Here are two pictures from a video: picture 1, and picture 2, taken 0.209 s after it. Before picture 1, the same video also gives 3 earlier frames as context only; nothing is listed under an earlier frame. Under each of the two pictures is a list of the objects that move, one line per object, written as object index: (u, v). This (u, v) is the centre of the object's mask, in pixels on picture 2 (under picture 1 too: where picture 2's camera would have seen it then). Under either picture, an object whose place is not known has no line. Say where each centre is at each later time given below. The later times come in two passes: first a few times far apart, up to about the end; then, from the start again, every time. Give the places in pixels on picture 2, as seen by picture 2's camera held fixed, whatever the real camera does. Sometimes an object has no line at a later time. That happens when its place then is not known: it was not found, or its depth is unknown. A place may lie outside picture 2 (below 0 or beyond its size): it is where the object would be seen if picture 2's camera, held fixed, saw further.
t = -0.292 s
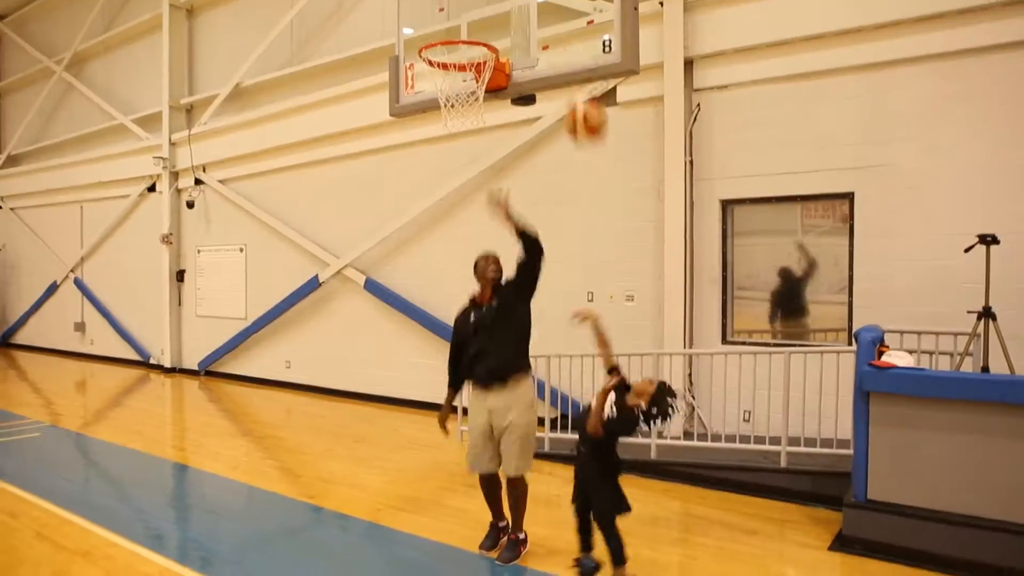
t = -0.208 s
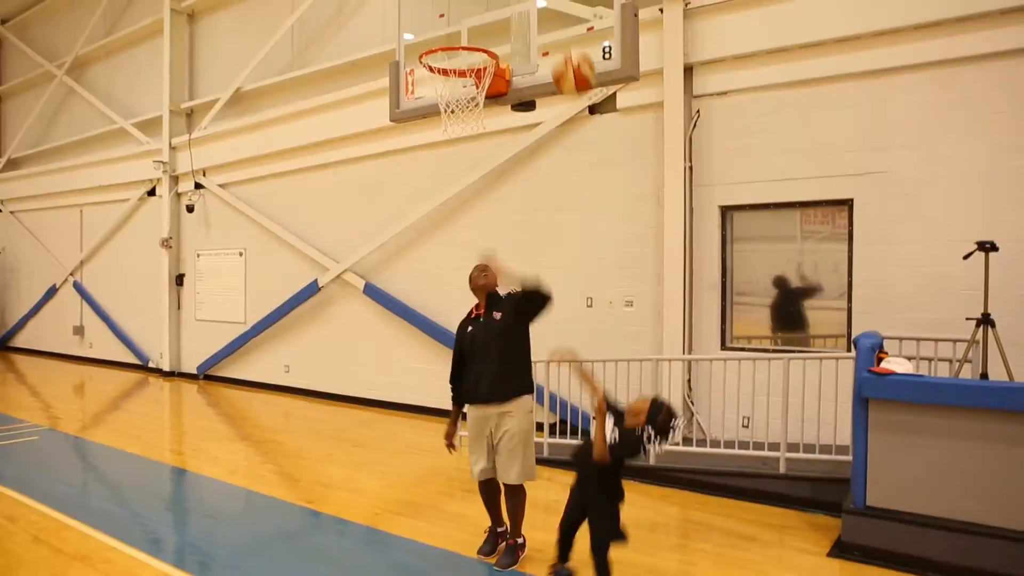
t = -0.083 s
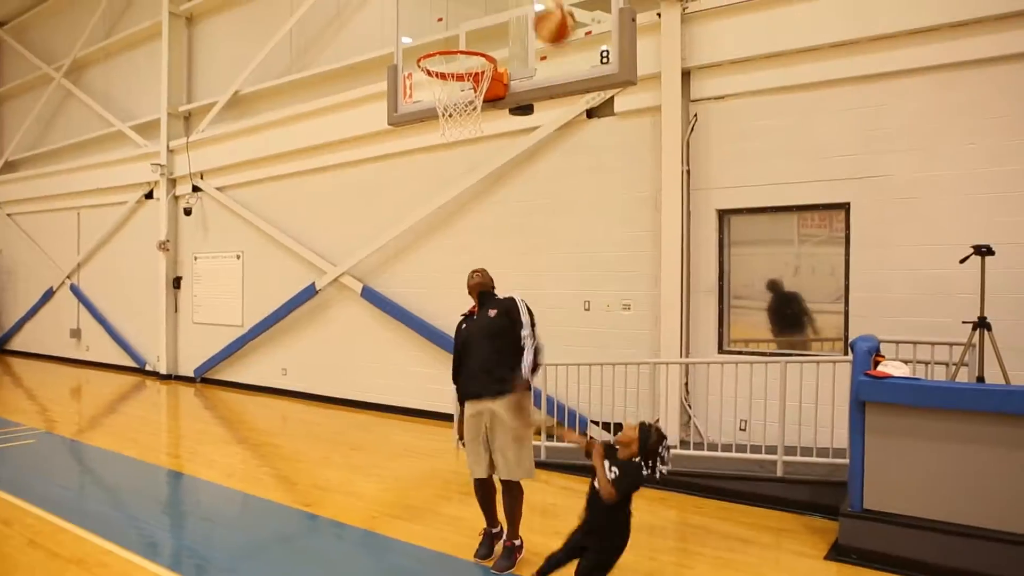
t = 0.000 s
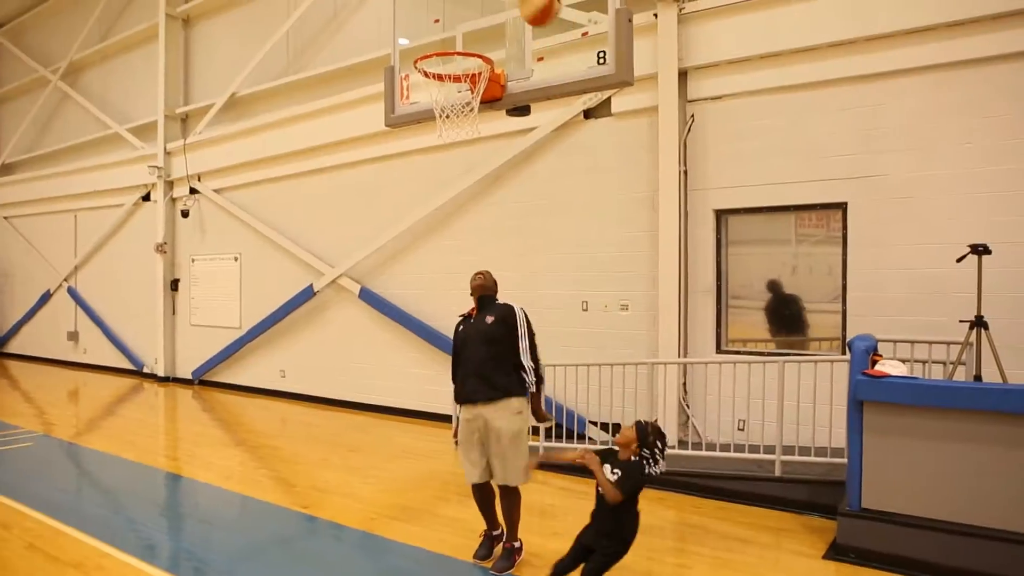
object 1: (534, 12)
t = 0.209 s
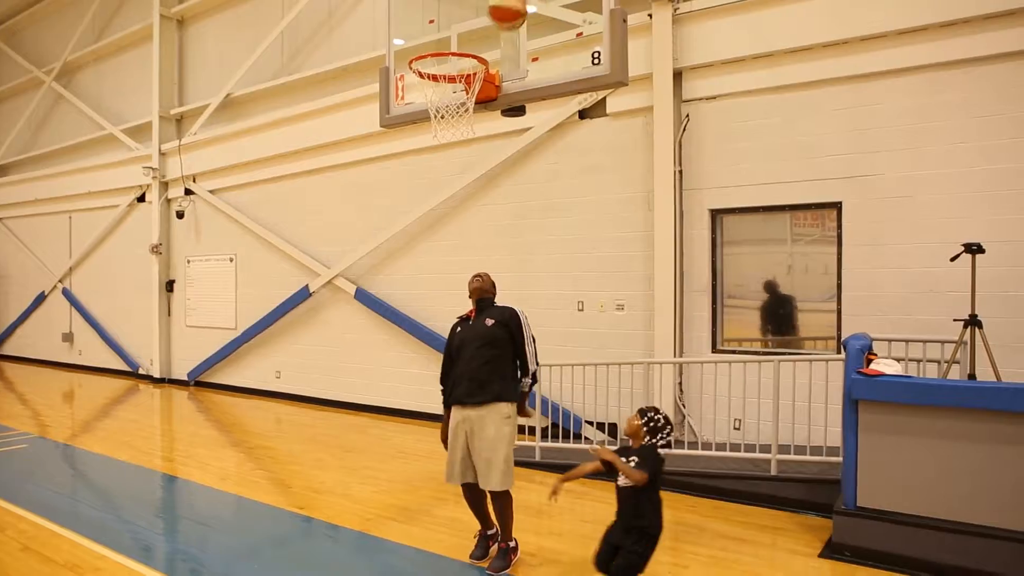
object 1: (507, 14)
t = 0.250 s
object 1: (504, 19)
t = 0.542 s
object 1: (546, 75)
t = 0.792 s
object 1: (618, 221)
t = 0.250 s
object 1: (504, 19)
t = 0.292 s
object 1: (498, 30)
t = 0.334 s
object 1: (495, 44)
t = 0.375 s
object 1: (505, 45)
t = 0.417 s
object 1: (515, 48)
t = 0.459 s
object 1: (527, 55)
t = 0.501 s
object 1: (537, 64)
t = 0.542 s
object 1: (546, 75)
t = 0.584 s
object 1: (558, 90)
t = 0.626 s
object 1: (569, 108)
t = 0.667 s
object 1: (582, 130)
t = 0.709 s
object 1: (595, 156)
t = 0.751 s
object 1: (606, 186)
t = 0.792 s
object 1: (618, 221)
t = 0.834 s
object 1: (629, 259)
